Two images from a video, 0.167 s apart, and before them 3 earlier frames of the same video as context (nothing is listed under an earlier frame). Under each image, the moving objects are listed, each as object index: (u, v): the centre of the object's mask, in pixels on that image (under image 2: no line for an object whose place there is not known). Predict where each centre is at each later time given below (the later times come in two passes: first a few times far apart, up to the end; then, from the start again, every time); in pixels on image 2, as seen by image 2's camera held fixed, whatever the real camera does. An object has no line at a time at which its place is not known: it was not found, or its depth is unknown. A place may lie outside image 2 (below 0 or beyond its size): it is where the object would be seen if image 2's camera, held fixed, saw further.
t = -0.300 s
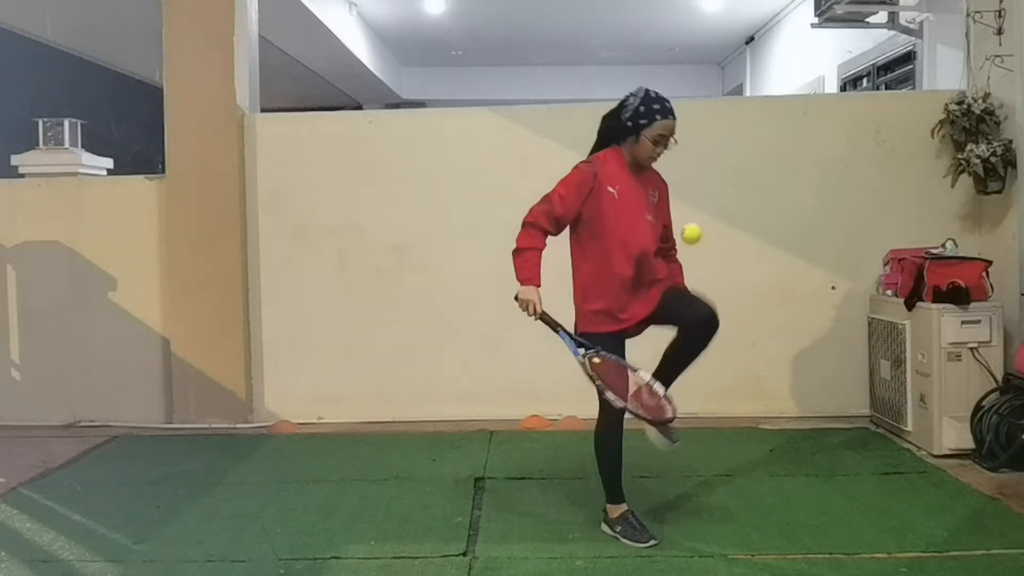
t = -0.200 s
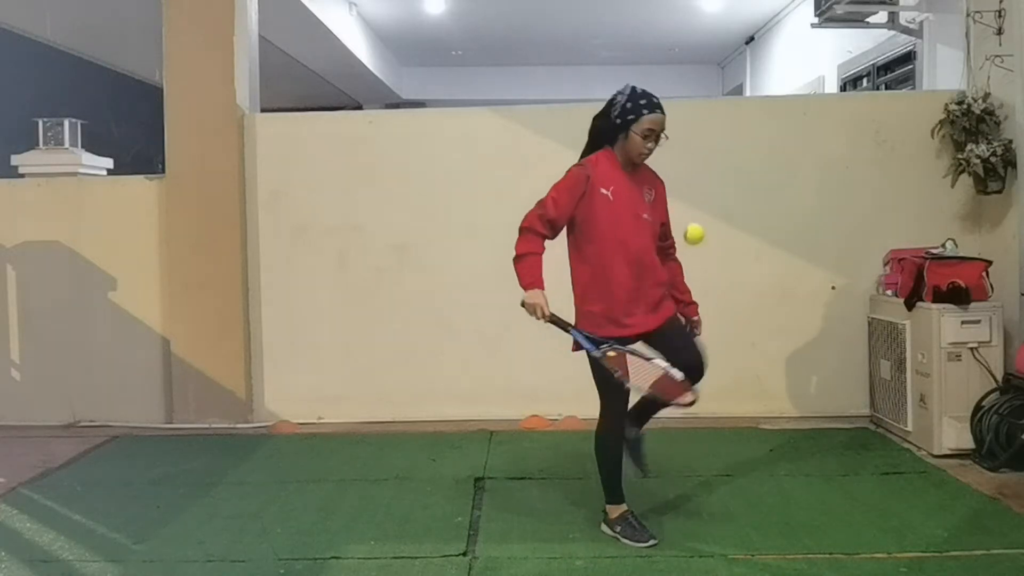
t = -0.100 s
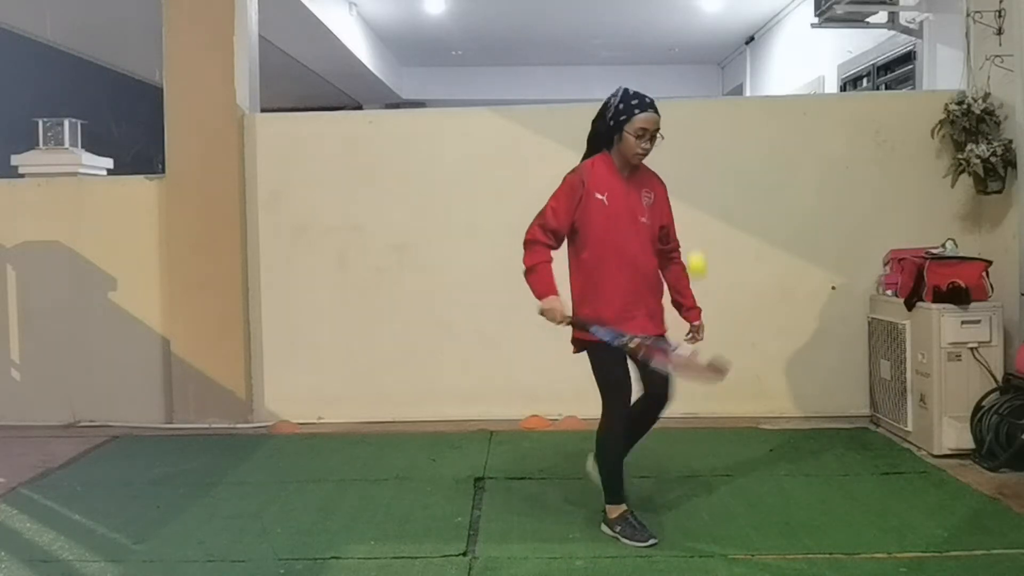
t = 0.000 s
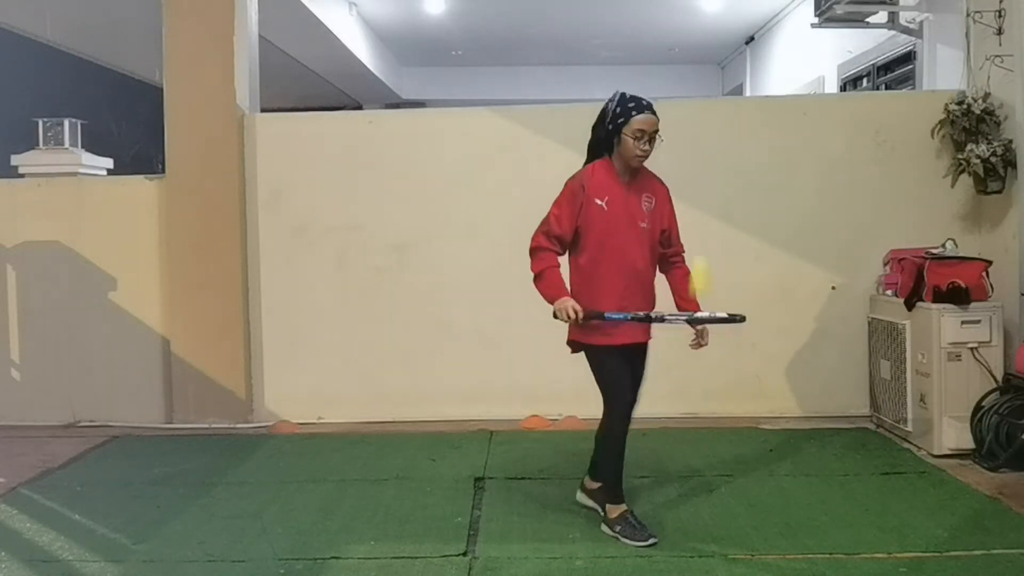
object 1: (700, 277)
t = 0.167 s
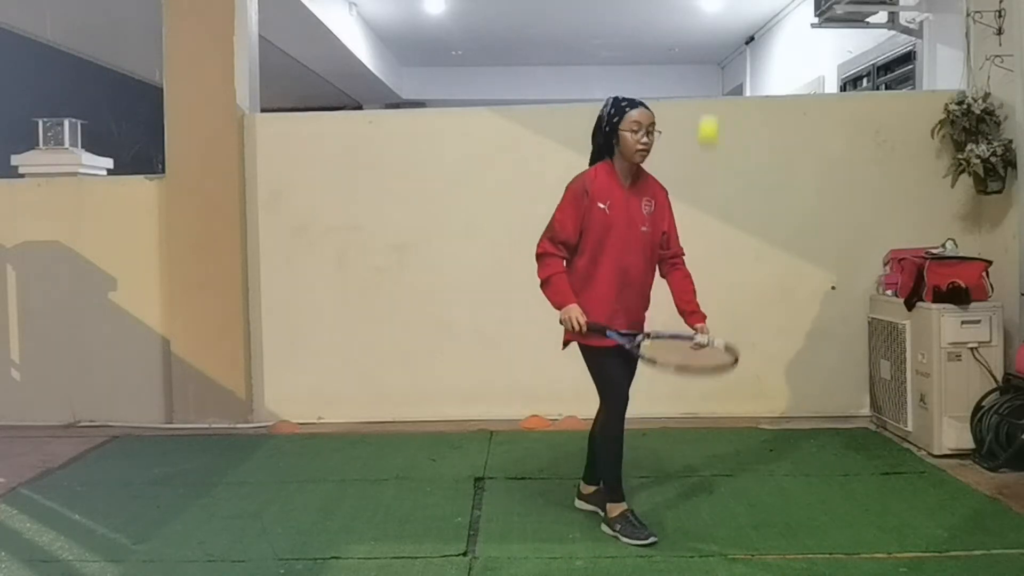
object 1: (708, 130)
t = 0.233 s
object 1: (712, 93)
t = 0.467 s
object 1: (723, 79)
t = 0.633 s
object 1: (730, 190)
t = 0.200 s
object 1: (710, 109)
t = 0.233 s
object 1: (712, 93)
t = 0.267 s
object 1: (714, 80)
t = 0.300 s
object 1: (715, 72)
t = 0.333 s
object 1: (717, 66)
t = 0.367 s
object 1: (718, 64)
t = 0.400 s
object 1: (720, 66)
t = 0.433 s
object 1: (721, 70)
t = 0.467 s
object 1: (723, 79)
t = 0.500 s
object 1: (724, 93)
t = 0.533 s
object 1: (726, 109)
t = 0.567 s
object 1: (727, 132)
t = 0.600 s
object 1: (728, 158)
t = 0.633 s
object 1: (730, 190)
